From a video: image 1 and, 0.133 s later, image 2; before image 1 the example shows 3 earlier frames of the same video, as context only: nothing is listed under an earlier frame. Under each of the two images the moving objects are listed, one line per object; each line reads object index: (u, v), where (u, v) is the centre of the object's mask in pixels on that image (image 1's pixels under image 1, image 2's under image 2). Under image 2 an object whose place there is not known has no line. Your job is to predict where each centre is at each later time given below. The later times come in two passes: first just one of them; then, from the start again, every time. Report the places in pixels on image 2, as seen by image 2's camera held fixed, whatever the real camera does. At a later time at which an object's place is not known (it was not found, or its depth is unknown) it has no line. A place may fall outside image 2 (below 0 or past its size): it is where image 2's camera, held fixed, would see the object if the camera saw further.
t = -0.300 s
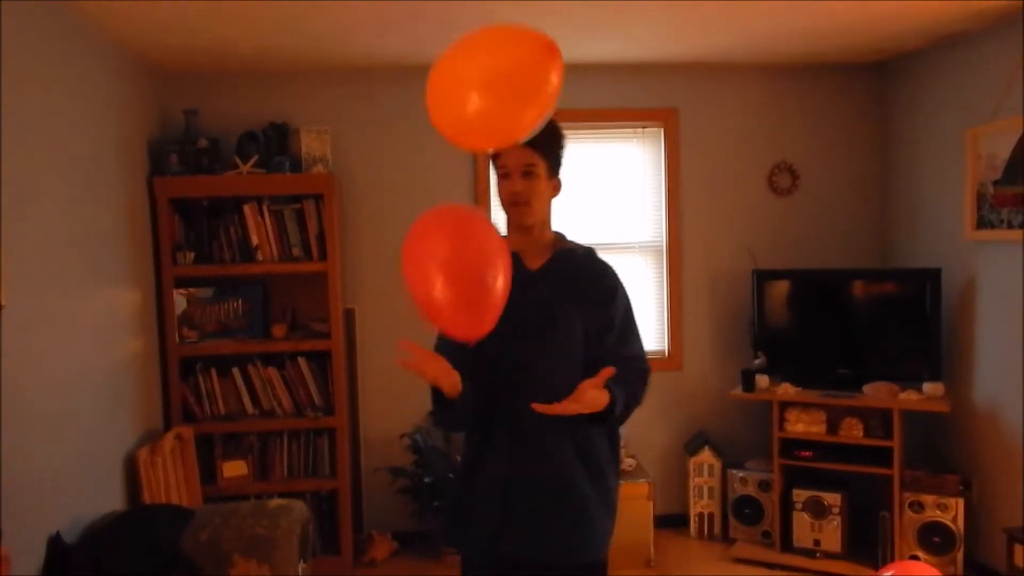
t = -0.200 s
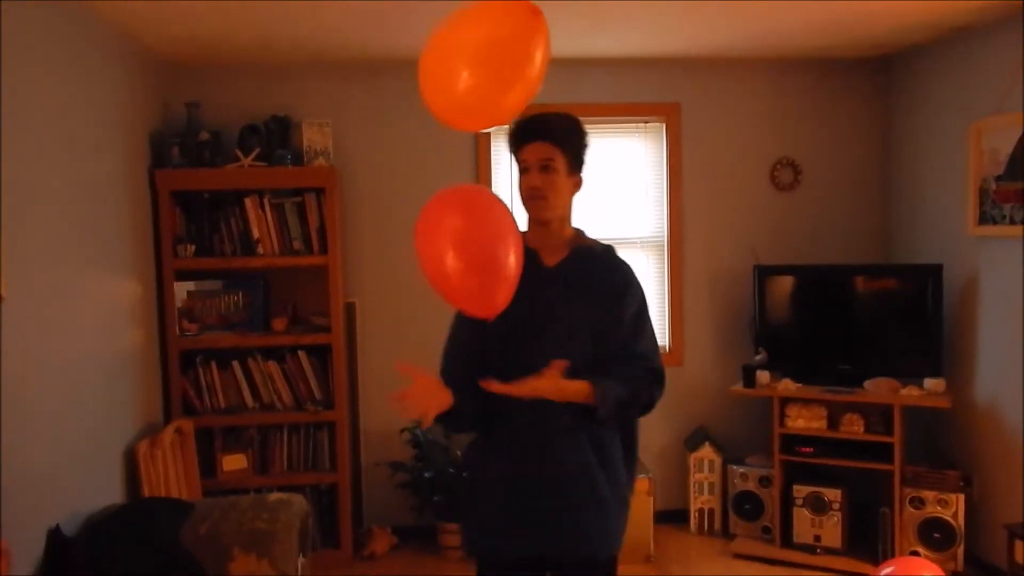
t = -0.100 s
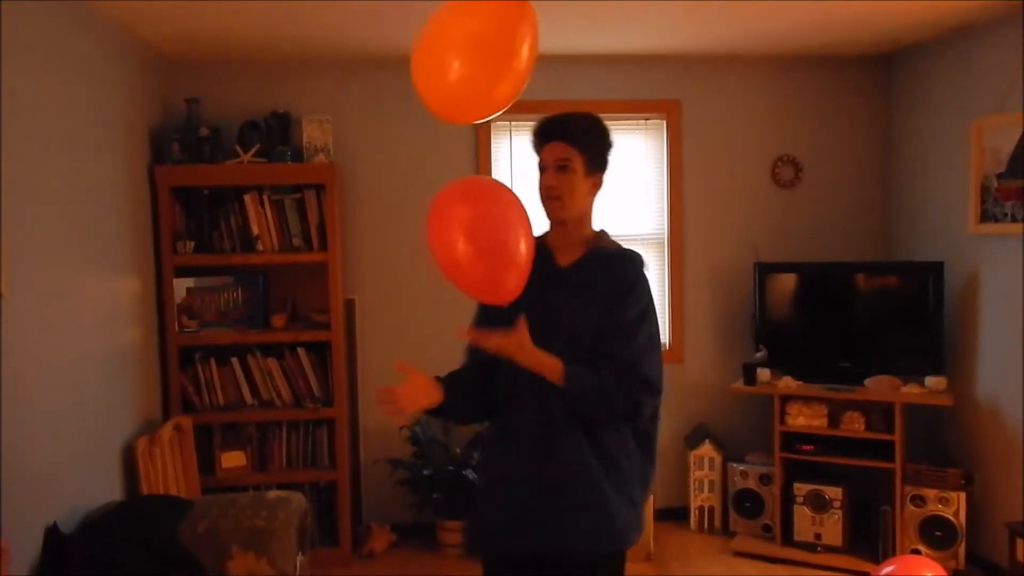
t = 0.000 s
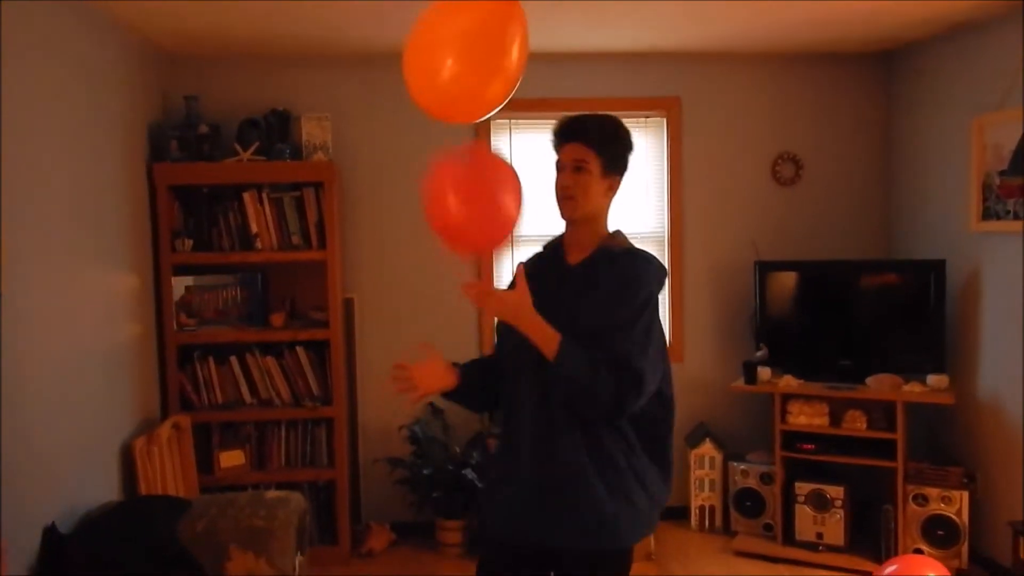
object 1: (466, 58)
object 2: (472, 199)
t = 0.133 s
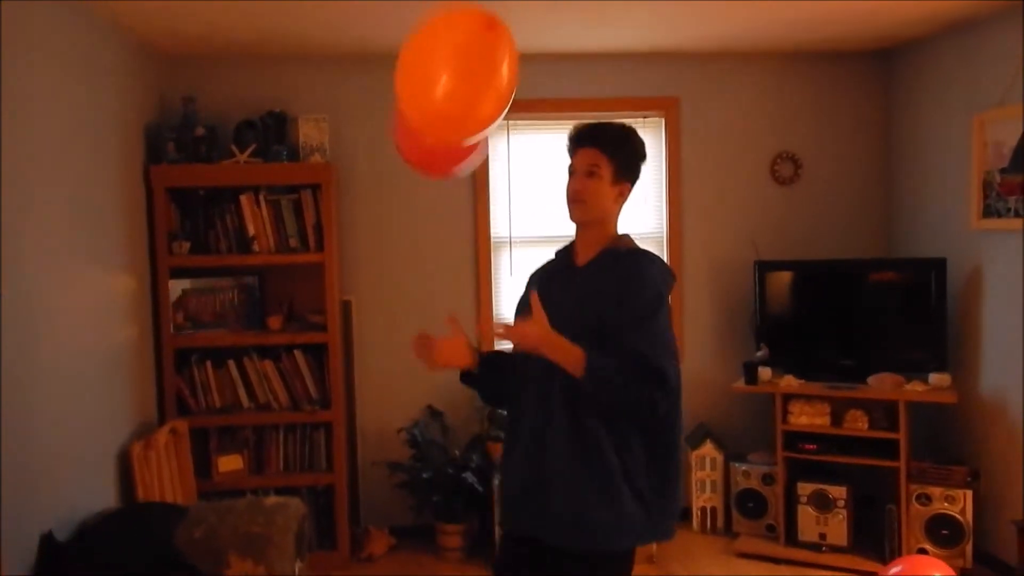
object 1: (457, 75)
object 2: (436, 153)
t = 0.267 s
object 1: (454, 110)
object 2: (398, 65)
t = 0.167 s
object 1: (457, 85)
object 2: (411, 139)
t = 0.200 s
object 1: (456, 92)
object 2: (393, 105)
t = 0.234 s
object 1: (455, 101)
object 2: (392, 78)
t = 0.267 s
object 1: (454, 110)
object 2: (398, 65)
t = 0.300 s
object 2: (396, 60)
